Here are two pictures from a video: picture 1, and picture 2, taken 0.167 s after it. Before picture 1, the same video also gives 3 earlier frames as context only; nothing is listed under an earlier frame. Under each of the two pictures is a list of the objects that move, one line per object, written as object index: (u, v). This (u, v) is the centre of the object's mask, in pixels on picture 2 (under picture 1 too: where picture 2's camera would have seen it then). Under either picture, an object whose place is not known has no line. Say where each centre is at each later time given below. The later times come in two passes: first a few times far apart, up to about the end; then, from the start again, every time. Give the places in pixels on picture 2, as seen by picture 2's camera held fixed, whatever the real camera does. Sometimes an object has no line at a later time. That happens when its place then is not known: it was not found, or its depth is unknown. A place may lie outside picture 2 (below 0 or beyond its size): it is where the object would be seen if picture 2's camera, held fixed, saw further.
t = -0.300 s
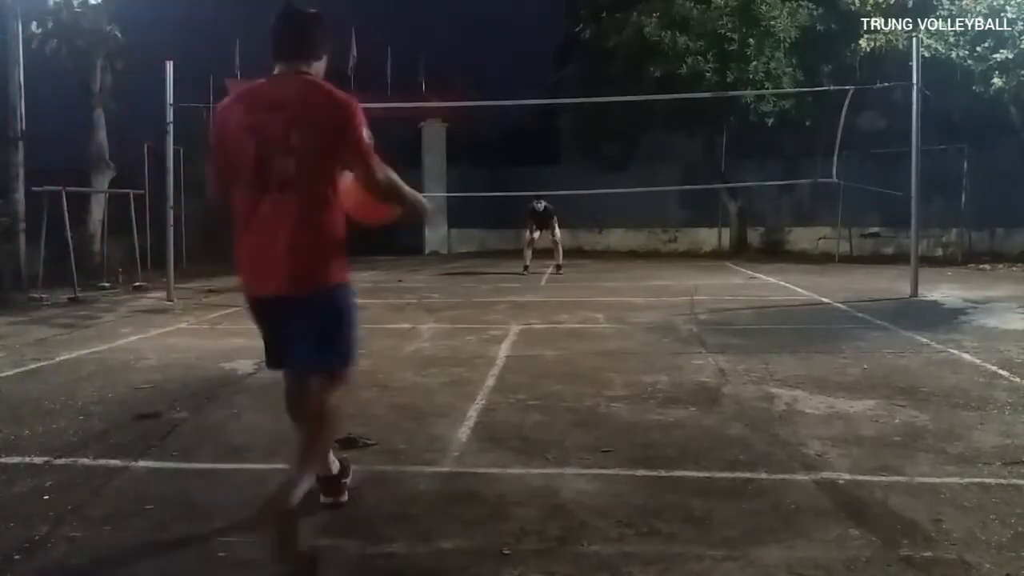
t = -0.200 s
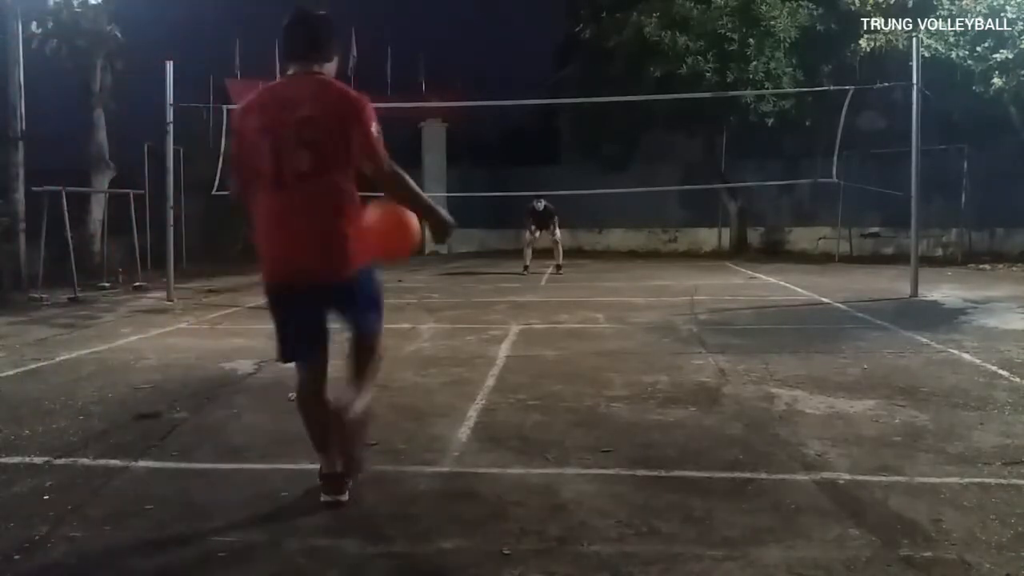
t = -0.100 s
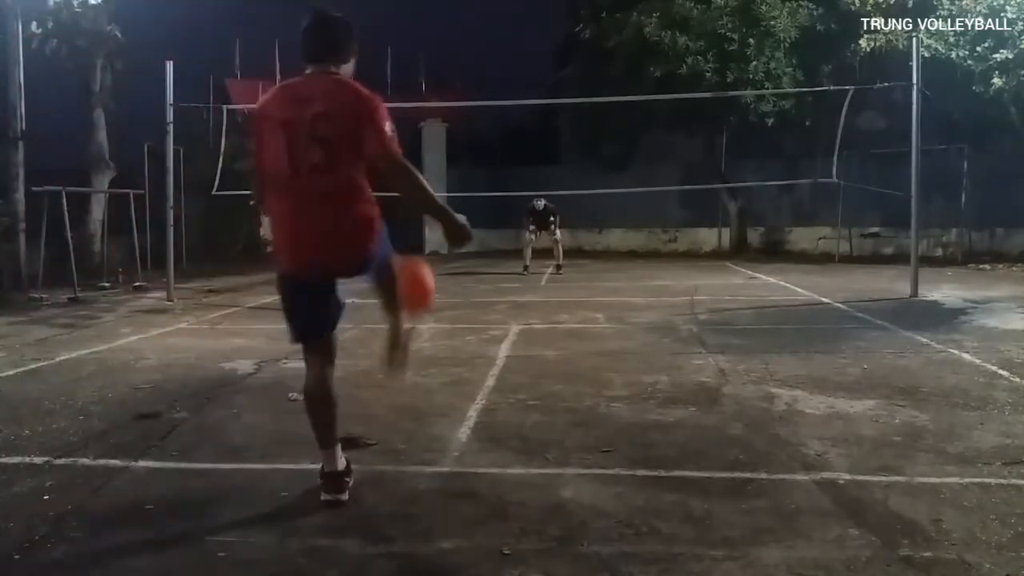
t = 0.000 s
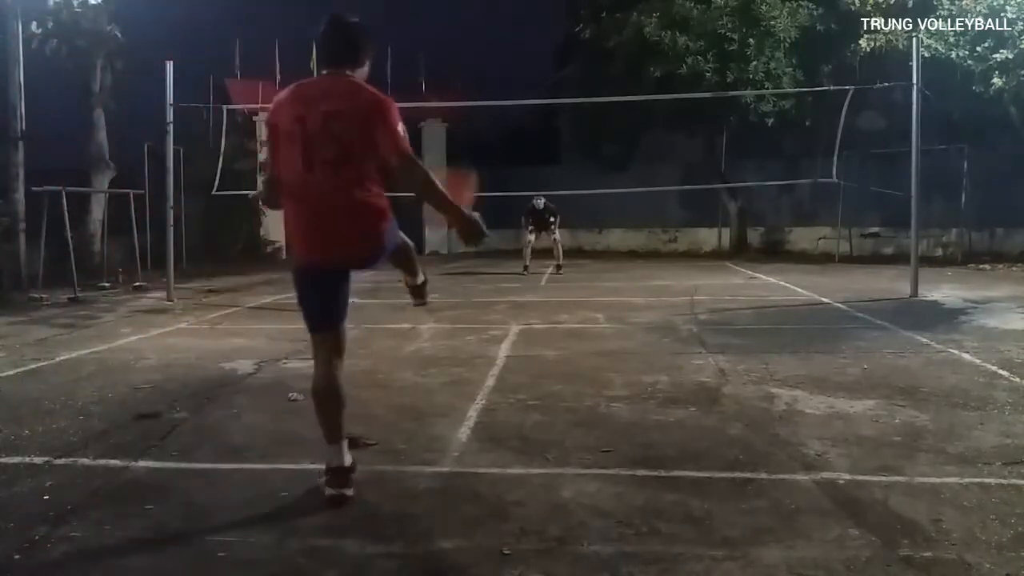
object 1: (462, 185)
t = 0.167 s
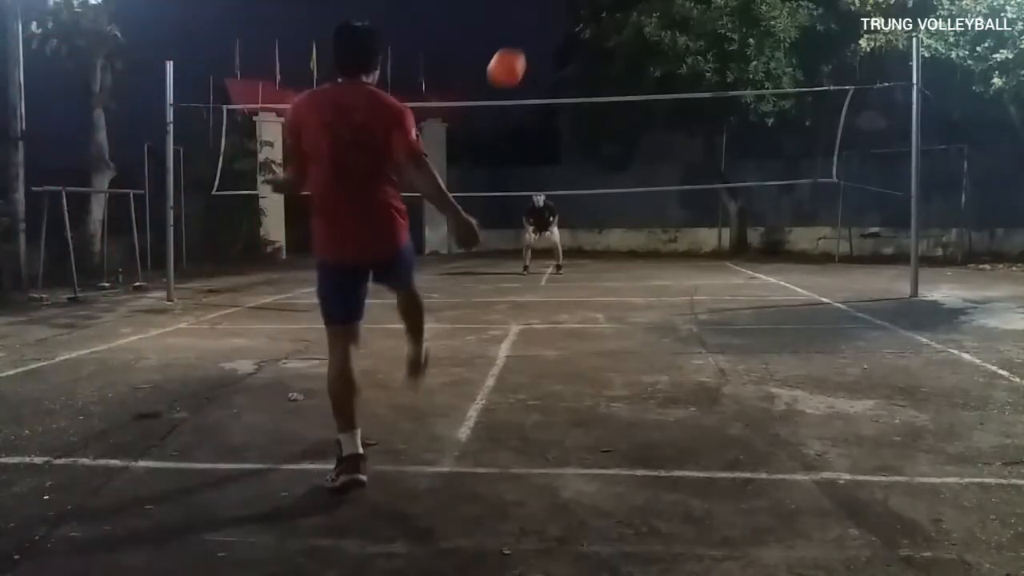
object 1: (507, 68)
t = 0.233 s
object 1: (522, 44)
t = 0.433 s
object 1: (554, 21)
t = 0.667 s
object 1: (574, 51)
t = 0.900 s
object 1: (585, 115)
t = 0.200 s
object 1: (515, 55)
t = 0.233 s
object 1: (522, 44)
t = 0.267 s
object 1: (529, 35)
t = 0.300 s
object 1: (535, 29)
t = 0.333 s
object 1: (541, 25)
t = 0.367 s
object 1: (546, 22)
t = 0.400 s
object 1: (550, 21)
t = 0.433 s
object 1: (554, 21)
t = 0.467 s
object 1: (558, 22)
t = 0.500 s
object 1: (561, 25)
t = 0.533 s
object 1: (564, 28)
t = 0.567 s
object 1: (567, 33)
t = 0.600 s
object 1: (569, 39)
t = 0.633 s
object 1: (572, 45)
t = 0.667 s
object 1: (574, 51)
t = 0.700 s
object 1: (576, 59)
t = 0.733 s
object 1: (578, 67)
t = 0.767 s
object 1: (580, 76)
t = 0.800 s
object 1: (582, 85)
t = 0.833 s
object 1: (583, 94)
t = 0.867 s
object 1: (584, 104)
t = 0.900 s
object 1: (585, 115)
